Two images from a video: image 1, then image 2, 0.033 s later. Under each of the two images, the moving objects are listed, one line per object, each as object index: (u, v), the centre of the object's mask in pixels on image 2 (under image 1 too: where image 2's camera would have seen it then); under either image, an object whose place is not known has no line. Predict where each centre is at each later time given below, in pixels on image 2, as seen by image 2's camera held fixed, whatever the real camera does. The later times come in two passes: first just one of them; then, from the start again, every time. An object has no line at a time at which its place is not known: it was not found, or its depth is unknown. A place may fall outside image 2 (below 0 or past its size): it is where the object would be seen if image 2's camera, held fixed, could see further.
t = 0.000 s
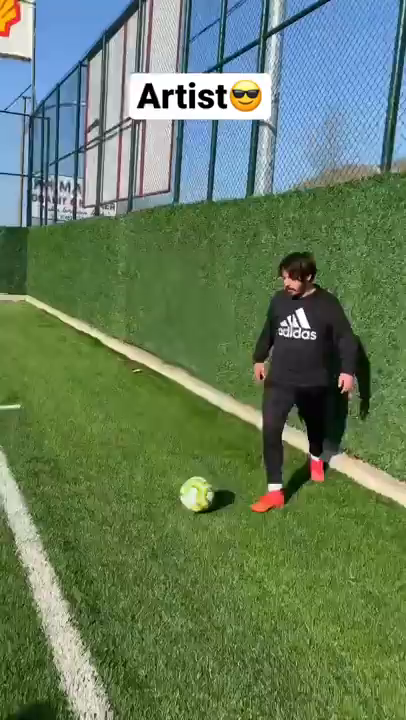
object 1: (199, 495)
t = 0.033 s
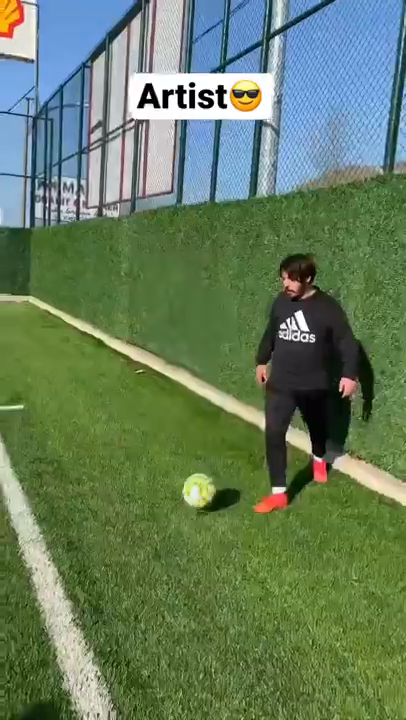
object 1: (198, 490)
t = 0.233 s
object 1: (193, 499)
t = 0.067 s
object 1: (197, 488)
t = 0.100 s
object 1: (197, 486)
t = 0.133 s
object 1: (197, 487)
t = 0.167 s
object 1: (196, 489)
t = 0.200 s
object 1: (195, 494)
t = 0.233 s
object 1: (193, 499)
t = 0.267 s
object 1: (192, 497)
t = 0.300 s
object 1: (190, 494)
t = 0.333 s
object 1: (188, 493)
